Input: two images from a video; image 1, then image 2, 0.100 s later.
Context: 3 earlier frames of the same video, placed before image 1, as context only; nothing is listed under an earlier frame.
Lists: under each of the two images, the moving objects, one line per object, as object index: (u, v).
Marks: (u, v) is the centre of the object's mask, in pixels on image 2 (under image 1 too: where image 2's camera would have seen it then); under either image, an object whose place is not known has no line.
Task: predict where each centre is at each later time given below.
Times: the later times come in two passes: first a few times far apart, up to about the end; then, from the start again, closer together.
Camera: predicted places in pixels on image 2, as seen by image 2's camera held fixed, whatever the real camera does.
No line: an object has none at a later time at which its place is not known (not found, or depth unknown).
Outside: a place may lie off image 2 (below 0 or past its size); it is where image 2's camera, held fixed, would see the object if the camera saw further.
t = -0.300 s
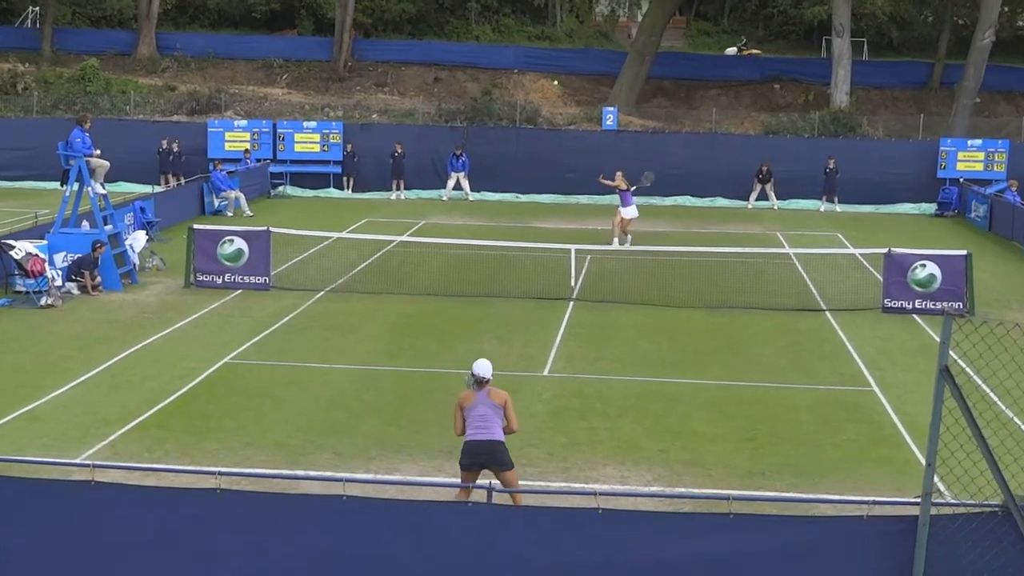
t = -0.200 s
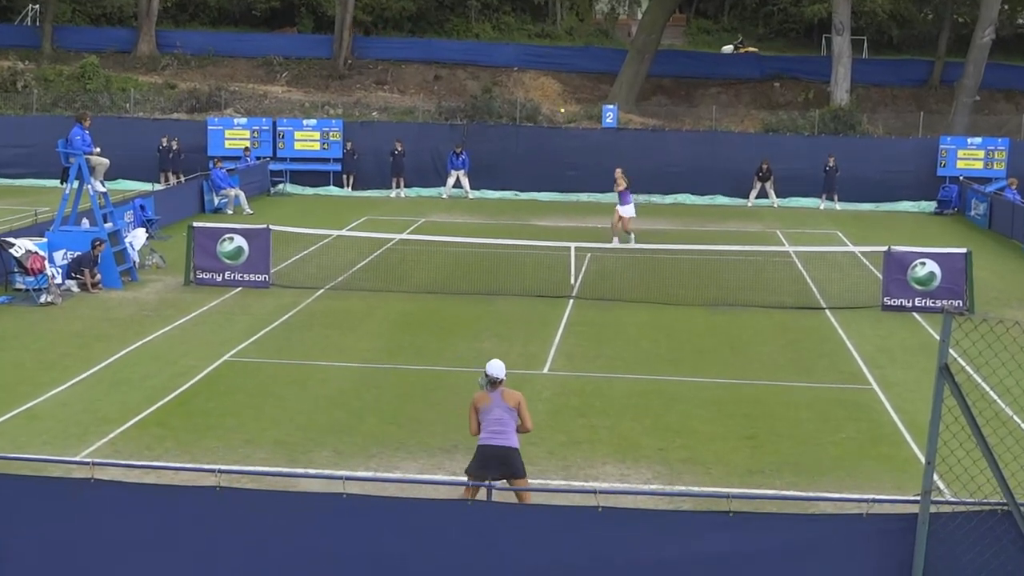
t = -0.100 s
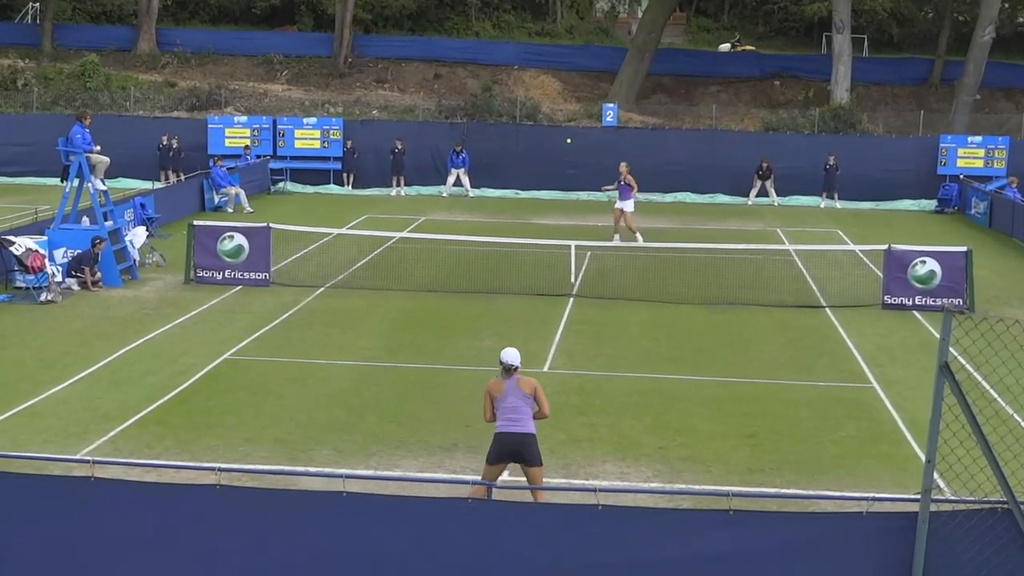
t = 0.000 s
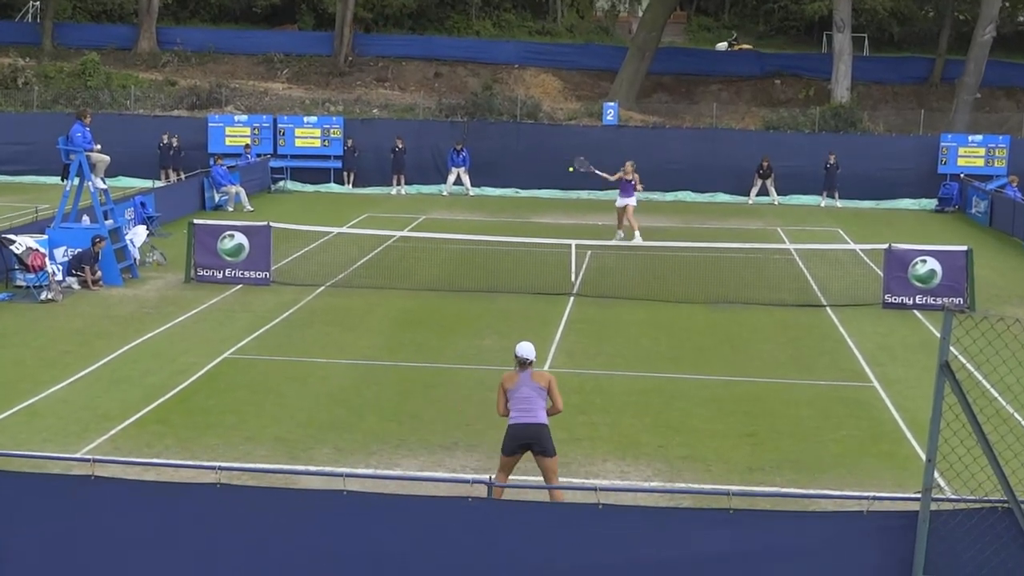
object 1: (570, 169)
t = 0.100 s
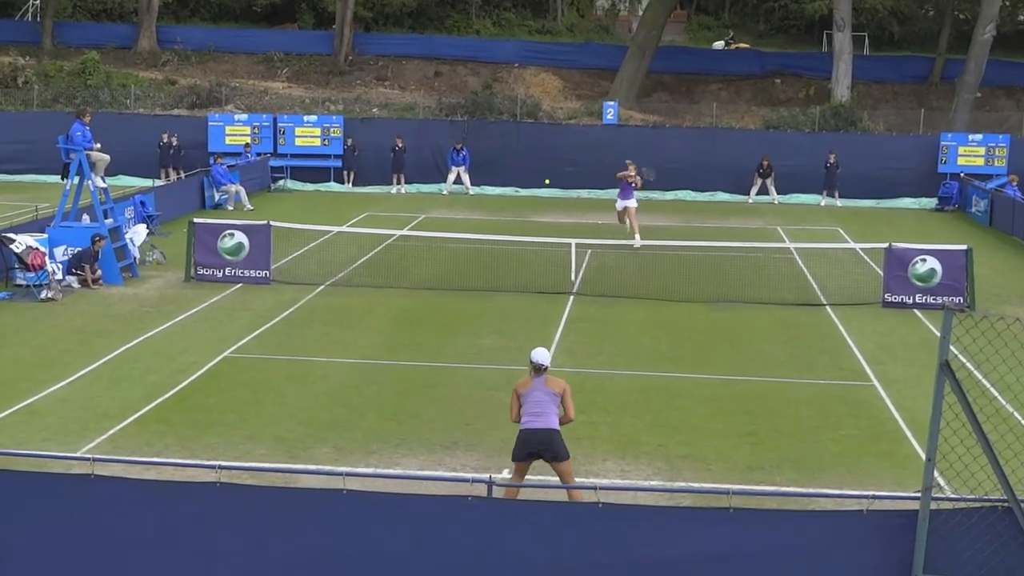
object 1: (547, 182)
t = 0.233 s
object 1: (504, 219)
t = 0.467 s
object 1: (400, 363)
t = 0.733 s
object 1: (281, 387)
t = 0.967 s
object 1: (124, 471)
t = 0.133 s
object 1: (530, 194)
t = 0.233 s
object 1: (504, 219)
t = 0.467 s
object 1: (400, 363)
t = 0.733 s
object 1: (281, 387)
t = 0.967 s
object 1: (124, 471)
